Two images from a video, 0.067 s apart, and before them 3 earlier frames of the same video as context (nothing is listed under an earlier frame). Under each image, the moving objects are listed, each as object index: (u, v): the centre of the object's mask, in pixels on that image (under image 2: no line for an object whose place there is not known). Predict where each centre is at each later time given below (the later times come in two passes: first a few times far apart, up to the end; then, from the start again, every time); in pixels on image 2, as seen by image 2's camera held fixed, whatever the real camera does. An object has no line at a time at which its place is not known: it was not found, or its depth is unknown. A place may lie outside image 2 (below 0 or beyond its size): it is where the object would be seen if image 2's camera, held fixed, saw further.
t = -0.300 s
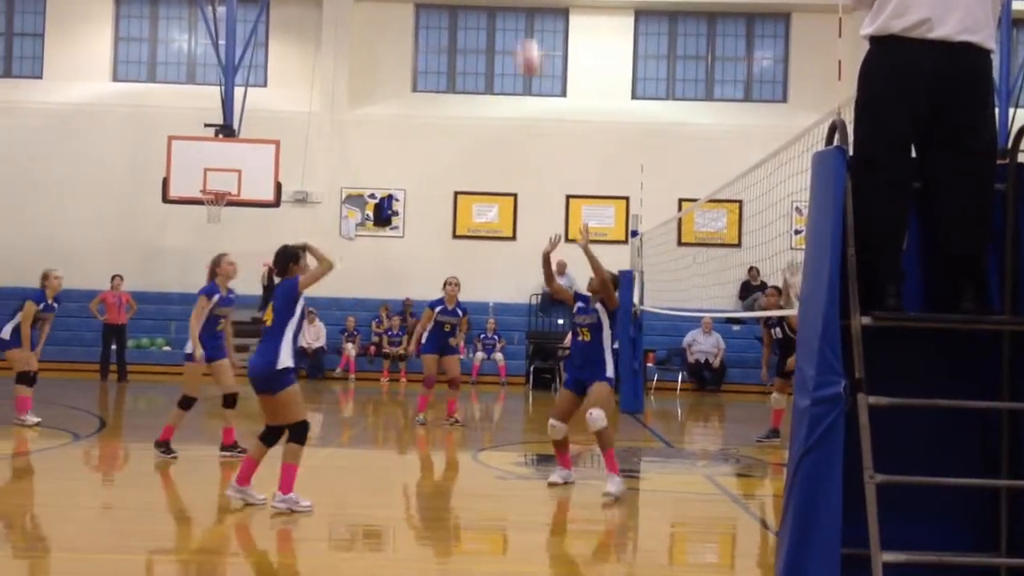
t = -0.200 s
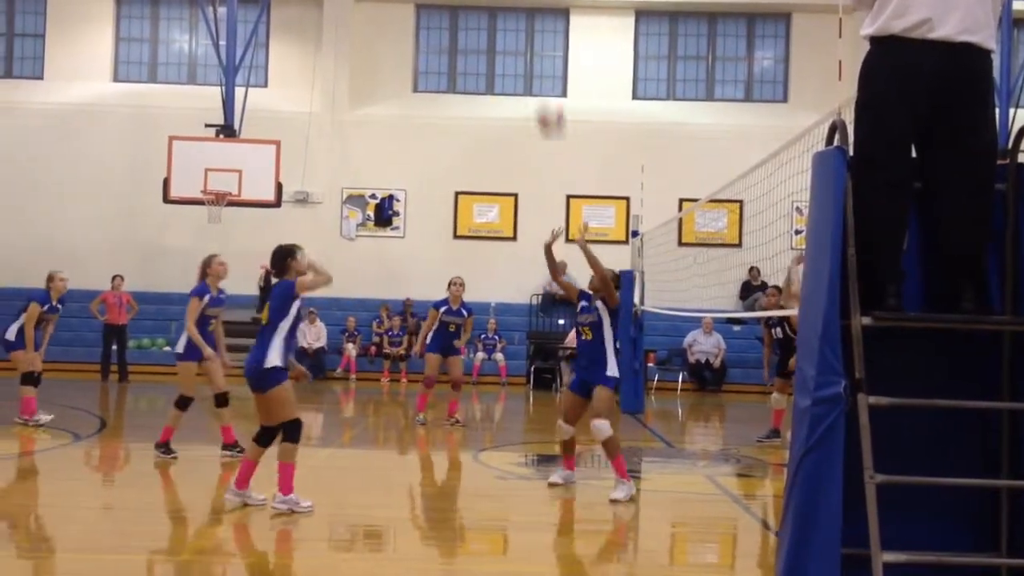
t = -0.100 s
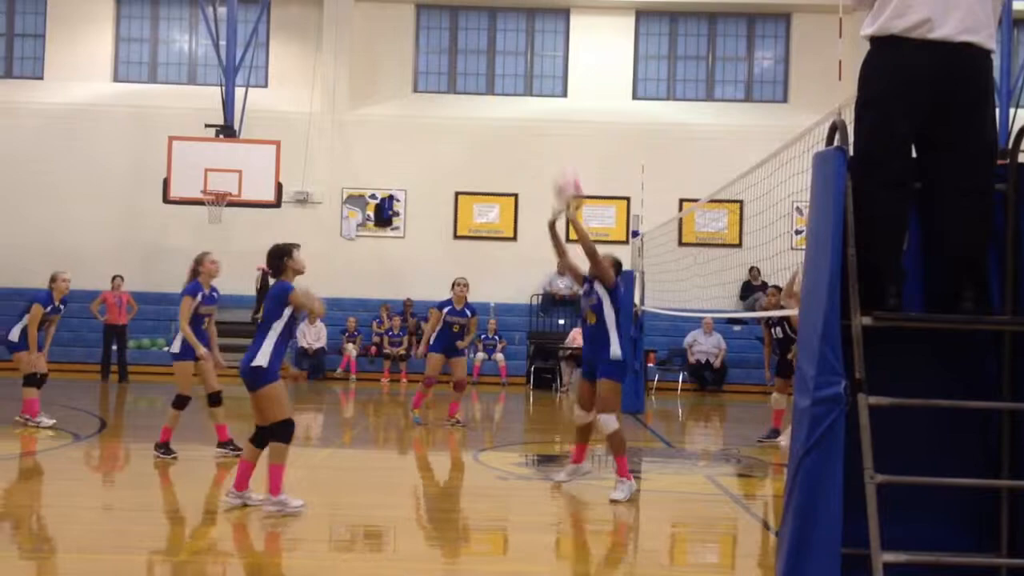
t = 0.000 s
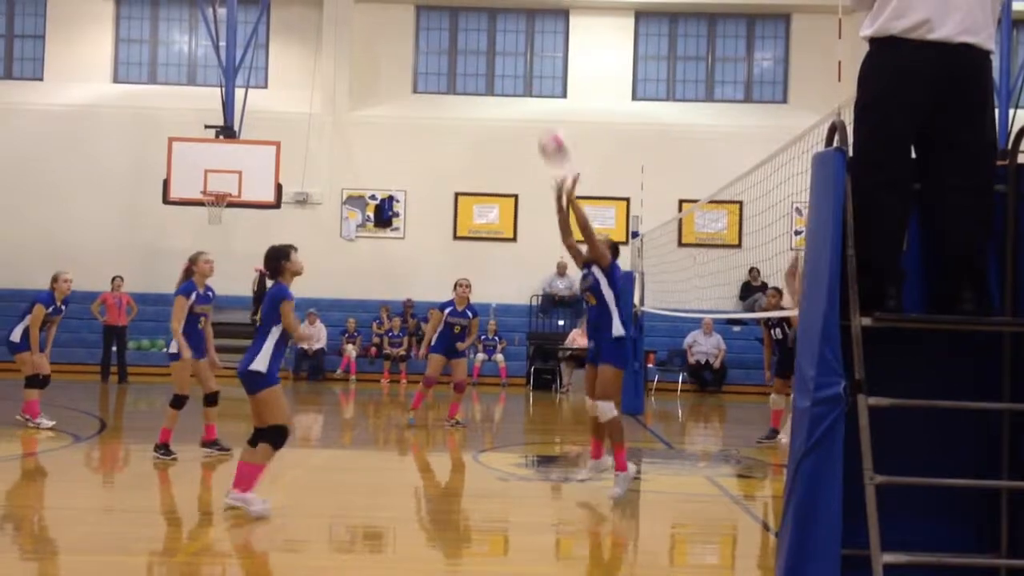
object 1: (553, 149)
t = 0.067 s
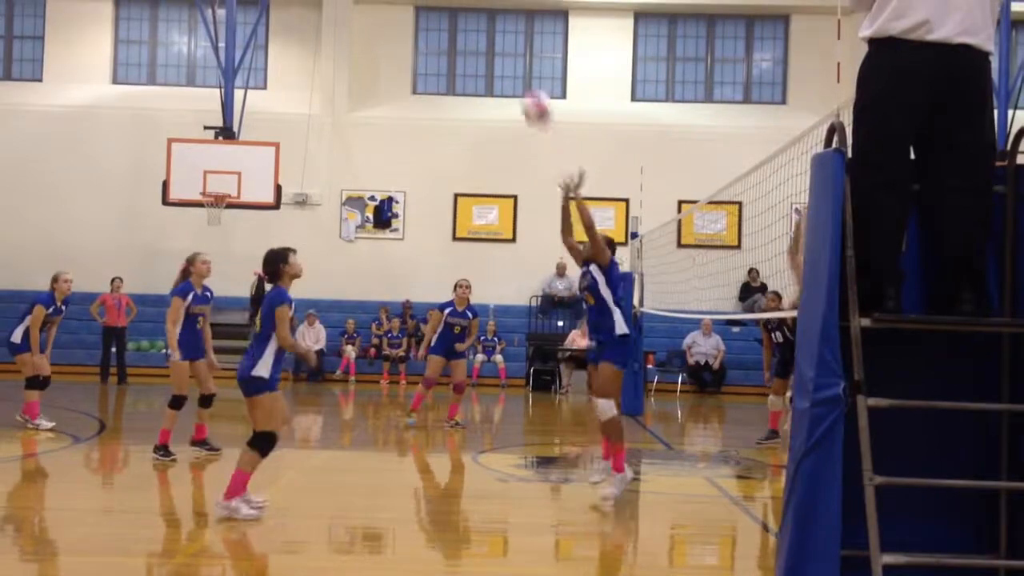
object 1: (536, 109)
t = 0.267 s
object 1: (490, 32)
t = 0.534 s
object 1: (419, 26)
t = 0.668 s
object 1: (381, 64)
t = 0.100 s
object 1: (530, 91)
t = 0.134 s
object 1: (524, 78)
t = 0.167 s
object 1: (515, 63)
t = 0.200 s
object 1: (505, 52)
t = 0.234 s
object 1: (499, 42)
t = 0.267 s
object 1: (490, 32)
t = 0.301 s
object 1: (481, 27)
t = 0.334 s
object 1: (472, 21)
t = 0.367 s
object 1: (464, 18)
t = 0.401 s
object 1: (456, 16)
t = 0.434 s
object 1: (448, 16)
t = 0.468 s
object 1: (438, 17)
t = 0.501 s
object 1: (430, 21)
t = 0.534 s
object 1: (419, 26)
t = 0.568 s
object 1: (409, 32)
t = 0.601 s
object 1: (400, 40)
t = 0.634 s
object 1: (392, 51)
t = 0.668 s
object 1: (381, 64)
